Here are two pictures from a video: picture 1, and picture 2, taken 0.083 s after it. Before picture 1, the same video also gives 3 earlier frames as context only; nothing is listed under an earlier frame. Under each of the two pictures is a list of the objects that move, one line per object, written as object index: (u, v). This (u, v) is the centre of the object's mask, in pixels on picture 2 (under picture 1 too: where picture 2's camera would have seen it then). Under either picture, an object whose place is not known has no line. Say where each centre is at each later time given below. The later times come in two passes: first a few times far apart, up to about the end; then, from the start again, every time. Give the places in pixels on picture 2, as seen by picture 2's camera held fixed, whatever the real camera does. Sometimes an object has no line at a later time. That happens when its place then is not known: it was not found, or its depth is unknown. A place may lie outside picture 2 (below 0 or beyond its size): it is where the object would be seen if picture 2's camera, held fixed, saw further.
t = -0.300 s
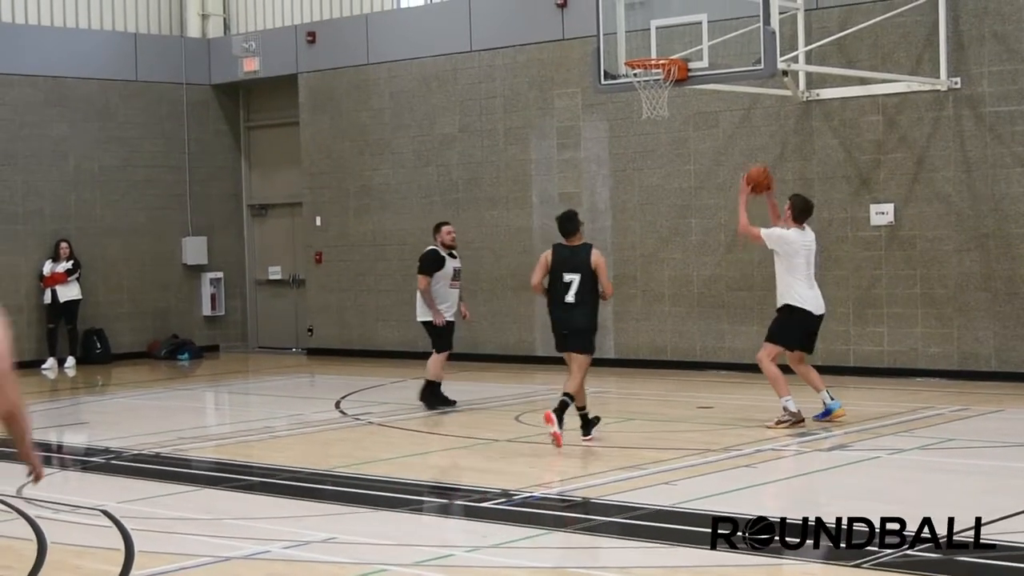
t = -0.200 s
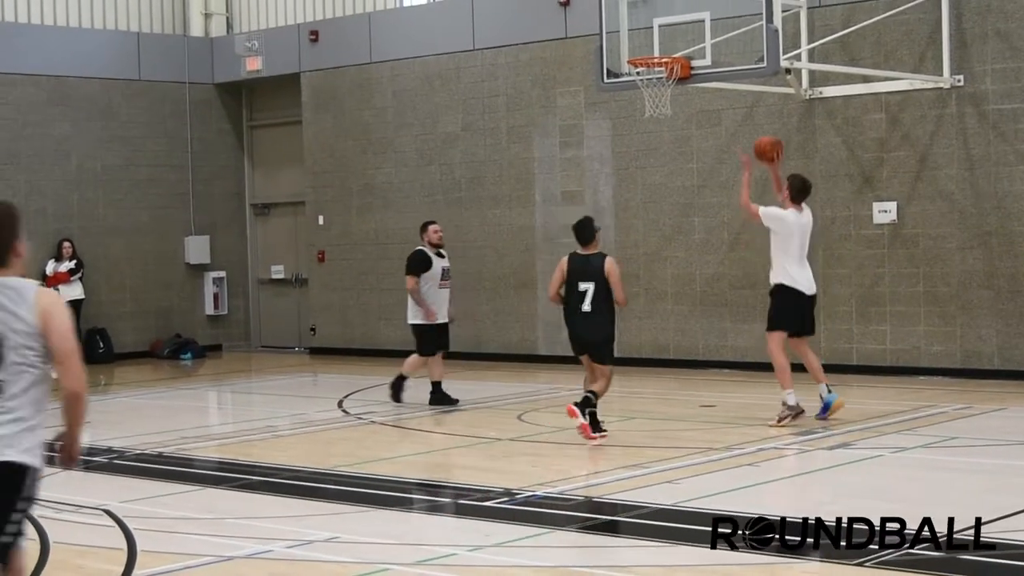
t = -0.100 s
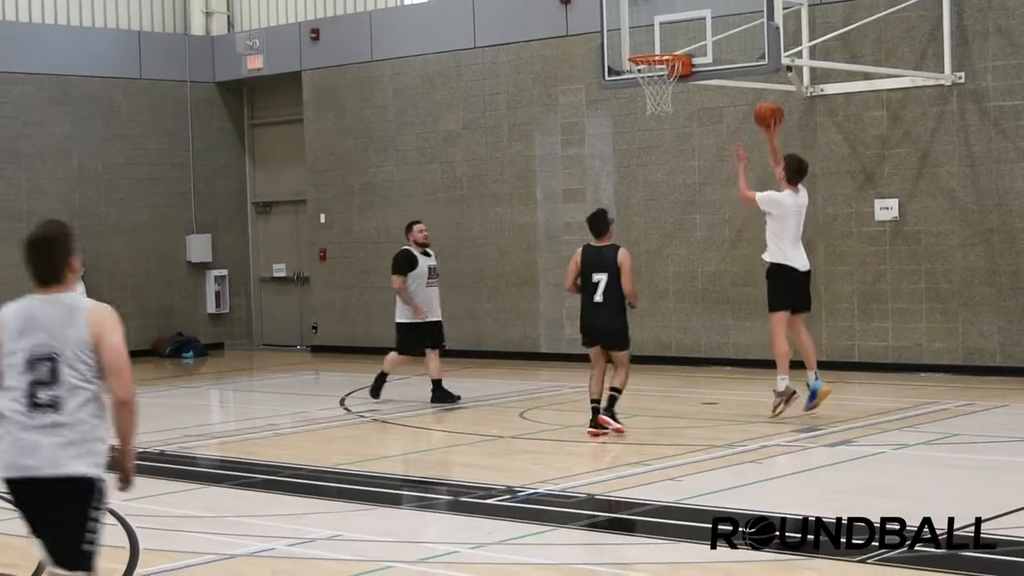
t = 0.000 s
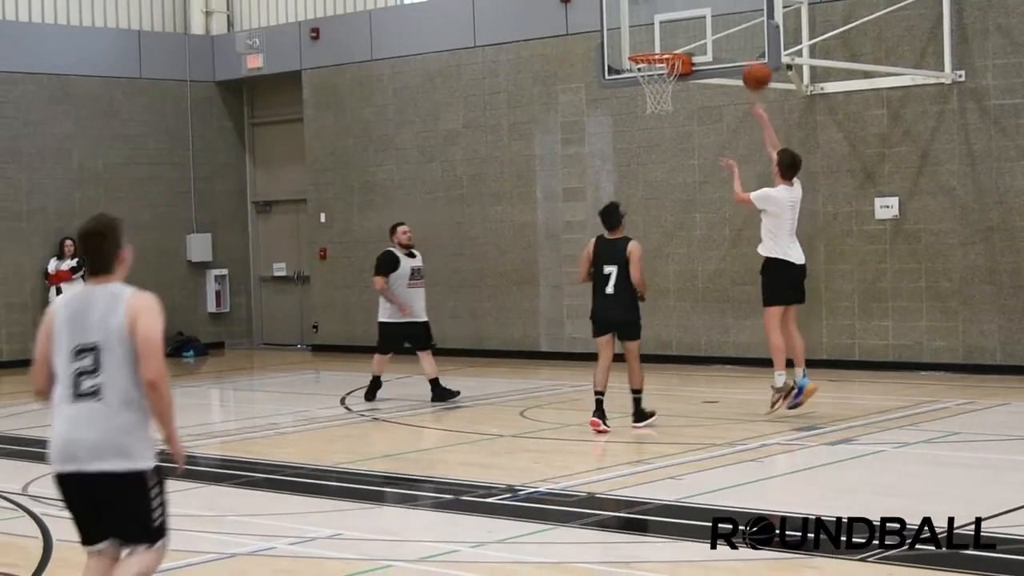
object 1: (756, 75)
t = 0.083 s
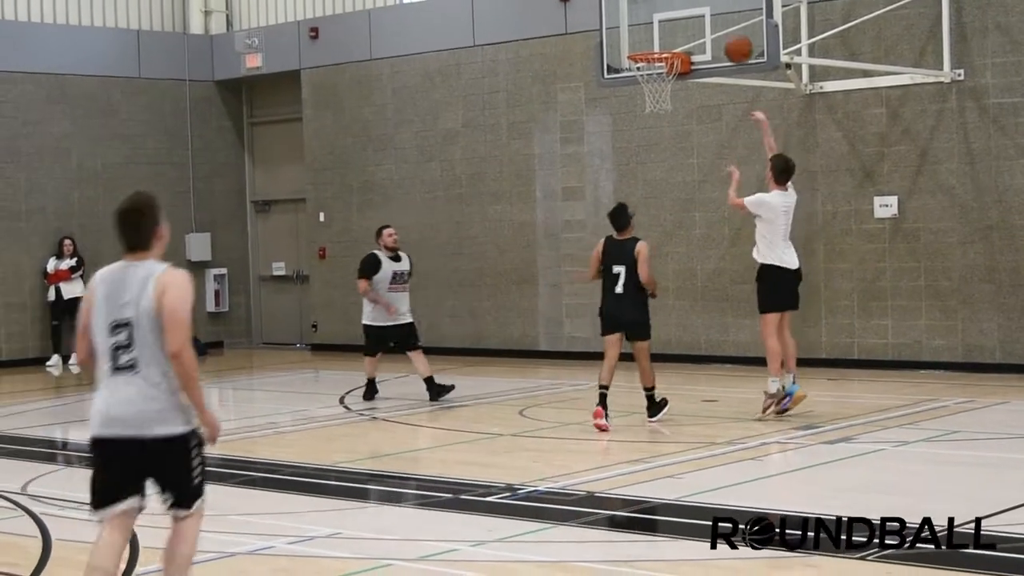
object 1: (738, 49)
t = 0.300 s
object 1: (699, 23)
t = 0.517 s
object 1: (658, 44)
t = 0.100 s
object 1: (735, 47)
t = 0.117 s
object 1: (732, 42)
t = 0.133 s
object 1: (729, 38)
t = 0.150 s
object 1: (726, 35)
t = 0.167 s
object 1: (723, 33)
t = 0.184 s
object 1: (720, 31)
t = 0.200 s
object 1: (717, 29)
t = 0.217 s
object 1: (714, 27)
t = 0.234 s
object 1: (711, 26)
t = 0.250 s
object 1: (707, 25)
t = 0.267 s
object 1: (705, 24)
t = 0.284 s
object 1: (701, 23)
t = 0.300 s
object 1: (699, 23)
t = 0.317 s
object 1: (695, 23)
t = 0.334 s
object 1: (692, 24)
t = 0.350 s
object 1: (690, 25)
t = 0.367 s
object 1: (686, 26)
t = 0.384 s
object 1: (683, 28)
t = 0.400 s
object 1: (680, 29)
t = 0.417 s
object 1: (677, 32)
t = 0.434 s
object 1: (673, 33)
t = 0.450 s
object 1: (670, 37)
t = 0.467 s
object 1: (667, 40)
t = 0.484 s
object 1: (664, 41)
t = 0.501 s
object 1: (661, 43)
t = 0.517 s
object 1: (658, 44)
